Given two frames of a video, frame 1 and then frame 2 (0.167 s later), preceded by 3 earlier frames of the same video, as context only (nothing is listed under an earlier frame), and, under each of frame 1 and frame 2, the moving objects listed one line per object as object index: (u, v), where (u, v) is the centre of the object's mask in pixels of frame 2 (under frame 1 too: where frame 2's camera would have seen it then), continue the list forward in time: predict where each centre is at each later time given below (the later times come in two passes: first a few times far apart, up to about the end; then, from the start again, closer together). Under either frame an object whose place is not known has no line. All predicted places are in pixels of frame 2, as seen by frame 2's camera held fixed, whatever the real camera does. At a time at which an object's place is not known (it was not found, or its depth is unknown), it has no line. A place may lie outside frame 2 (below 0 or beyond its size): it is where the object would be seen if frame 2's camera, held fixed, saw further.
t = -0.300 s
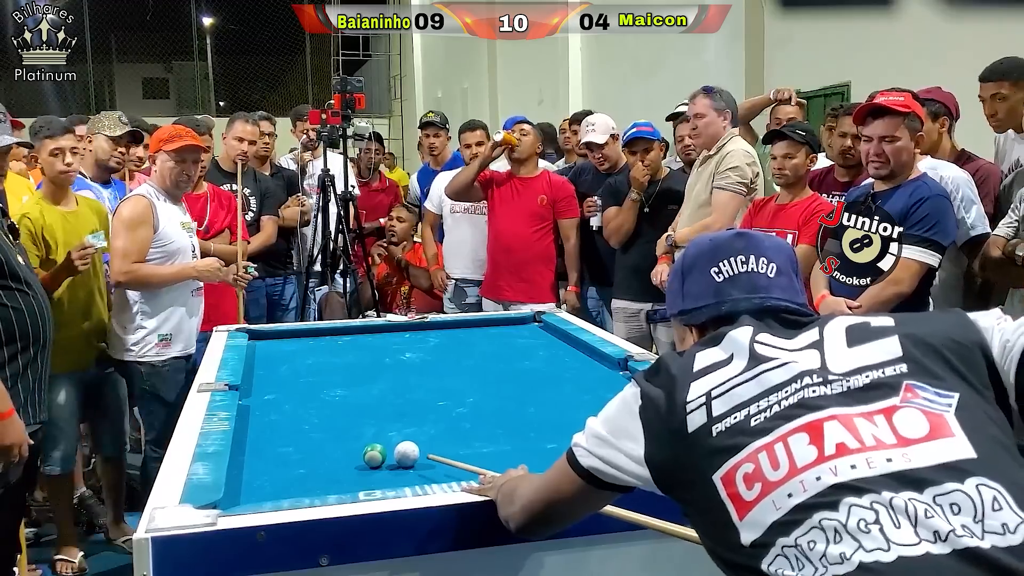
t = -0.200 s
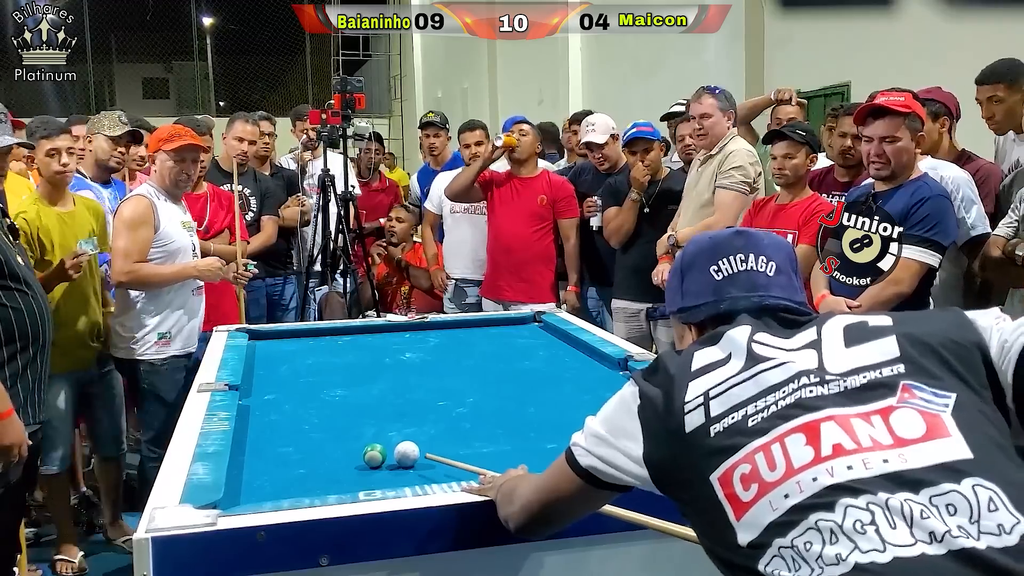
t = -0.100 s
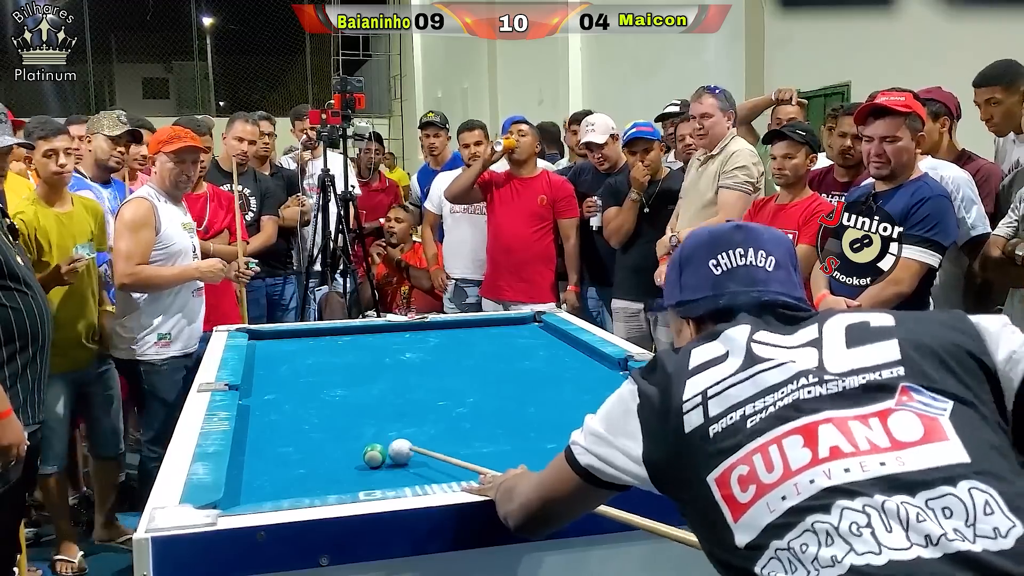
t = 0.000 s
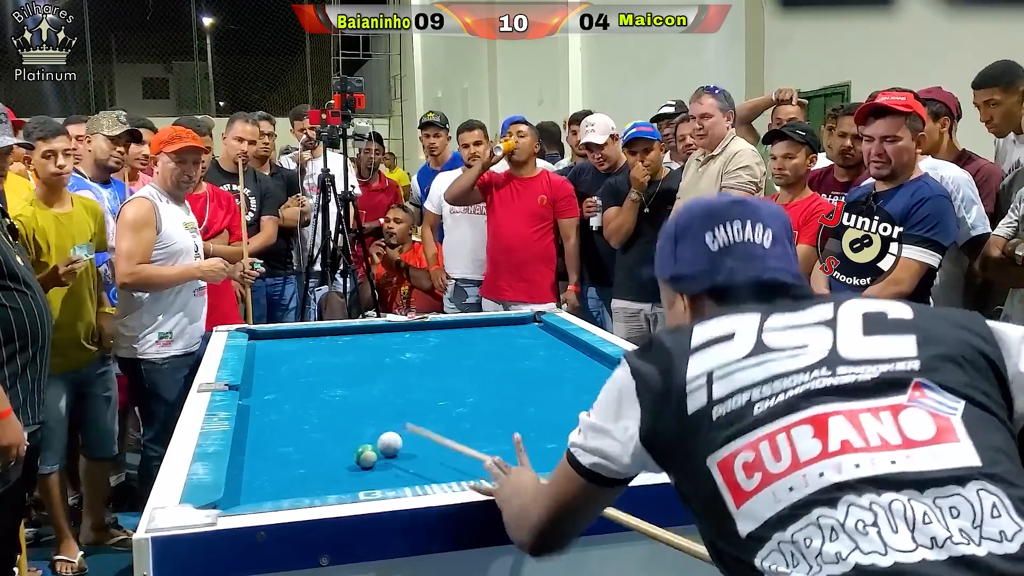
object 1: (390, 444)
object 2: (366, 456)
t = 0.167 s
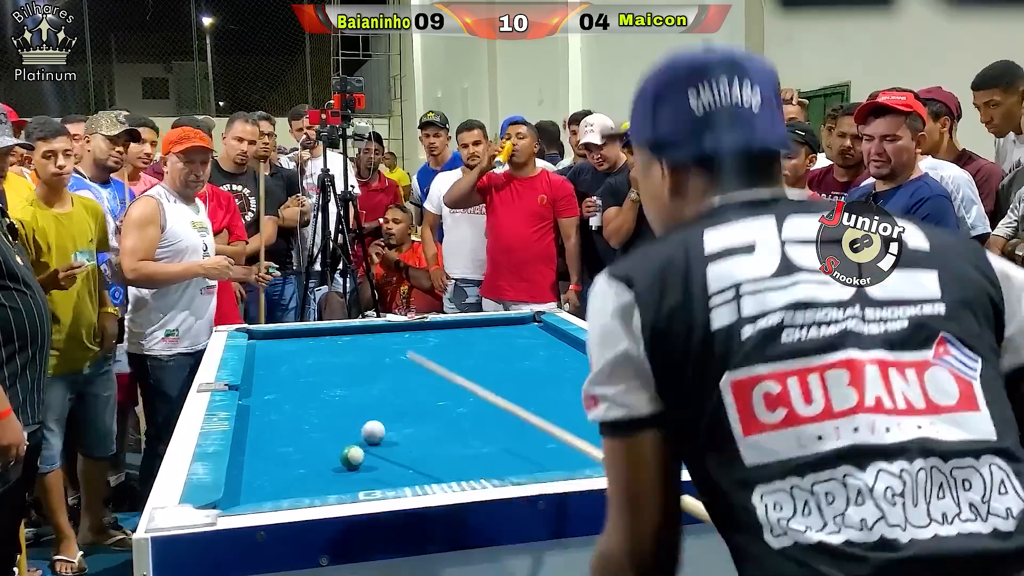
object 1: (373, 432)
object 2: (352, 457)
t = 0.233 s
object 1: (367, 428)
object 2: (347, 458)
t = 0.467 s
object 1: (348, 415)
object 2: (330, 460)
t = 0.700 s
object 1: (332, 403)
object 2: (316, 460)
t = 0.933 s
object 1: (317, 393)
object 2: (305, 461)
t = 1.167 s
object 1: (304, 384)
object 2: (298, 462)
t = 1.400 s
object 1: (292, 376)
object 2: (294, 462)
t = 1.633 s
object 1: (282, 370)
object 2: (293, 462)
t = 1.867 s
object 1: (273, 364)
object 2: (293, 462)
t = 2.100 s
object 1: (265, 359)
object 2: (293, 462)
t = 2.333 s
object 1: (257, 354)
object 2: (293, 462)
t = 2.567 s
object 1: (256, 350)
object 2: (293, 462)
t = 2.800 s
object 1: (259, 347)
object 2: (293, 462)
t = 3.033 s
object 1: (262, 343)
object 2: (293, 462)
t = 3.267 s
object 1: (266, 341)
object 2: (293, 462)
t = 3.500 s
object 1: (268, 338)
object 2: (293, 462)
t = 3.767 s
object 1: (271, 336)
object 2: (293, 462)
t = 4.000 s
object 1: (273, 334)
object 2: (293, 462)
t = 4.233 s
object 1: (275, 334)
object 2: (293, 462)
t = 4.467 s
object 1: (275, 335)
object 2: (293, 462)
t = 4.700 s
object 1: (275, 335)
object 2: (293, 462)
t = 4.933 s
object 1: (274, 336)
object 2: (293, 462)
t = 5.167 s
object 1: (273, 336)
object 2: (293, 462)
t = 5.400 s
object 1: (273, 336)
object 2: (293, 462)
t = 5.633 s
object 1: (273, 336)
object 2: (293, 462)
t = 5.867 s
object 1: (273, 336)
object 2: (294, 462)
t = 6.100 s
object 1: (273, 336)
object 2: (294, 462)
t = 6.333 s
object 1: (273, 336)
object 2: (293, 462)
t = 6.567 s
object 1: (273, 336)
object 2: (293, 462)
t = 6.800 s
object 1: (273, 336)
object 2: (293, 462)
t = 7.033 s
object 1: (273, 336)
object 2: (293, 462)
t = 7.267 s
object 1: (273, 336)
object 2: (293, 462)
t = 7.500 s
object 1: (273, 336)
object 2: (293, 462)
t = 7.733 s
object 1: (273, 336)
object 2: (293, 462)
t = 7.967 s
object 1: (273, 336)
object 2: (294, 462)
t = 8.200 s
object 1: (273, 336)
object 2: (293, 462)
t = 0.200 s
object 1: (370, 430)
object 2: (350, 458)
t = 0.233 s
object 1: (367, 428)
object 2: (347, 458)
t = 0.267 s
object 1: (364, 426)
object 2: (345, 458)
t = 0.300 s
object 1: (361, 424)
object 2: (342, 458)
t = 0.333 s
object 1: (359, 422)
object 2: (339, 458)
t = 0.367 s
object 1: (356, 420)
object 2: (337, 459)
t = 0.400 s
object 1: (353, 418)
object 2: (334, 459)
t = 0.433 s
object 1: (351, 416)
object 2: (332, 459)
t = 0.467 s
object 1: (348, 415)
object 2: (330, 460)
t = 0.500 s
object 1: (346, 413)
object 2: (328, 460)
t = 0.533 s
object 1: (343, 411)
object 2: (326, 460)
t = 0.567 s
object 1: (341, 409)
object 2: (324, 460)
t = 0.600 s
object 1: (338, 408)
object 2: (322, 460)
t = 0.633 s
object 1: (336, 406)
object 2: (320, 460)
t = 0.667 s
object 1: (334, 405)
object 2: (318, 460)
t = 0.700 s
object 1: (332, 403)
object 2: (316, 460)
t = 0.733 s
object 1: (329, 401)
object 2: (315, 461)
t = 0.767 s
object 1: (327, 400)
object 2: (313, 461)
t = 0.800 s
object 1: (325, 398)
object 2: (311, 461)
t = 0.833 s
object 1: (323, 397)
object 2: (310, 461)
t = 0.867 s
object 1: (321, 395)
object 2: (308, 461)
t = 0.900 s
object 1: (319, 394)
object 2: (307, 461)
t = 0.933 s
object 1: (317, 393)
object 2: (305, 461)
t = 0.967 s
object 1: (315, 391)
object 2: (304, 461)
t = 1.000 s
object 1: (313, 390)
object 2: (303, 461)
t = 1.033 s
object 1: (311, 389)
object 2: (302, 461)
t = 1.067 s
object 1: (309, 388)
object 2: (301, 461)
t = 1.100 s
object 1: (308, 386)
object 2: (300, 462)
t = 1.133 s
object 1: (306, 385)
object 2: (299, 462)
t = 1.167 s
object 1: (304, 384)
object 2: (298, 462)
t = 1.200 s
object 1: (302, 383)
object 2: (297, 462)
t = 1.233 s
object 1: (300, 382)
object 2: (297, 462)
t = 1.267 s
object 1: (299, 381)
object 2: (296, 462)
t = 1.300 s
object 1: (297, 380)
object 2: (296, 462)
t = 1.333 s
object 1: (295, 378)
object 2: (295, 462)
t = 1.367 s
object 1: (294, 377)
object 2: (295, 462)
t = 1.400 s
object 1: (292, 376)
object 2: (294, 462)
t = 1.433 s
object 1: (291, 375)
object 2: (294, 462)
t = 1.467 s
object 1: (289, 374)
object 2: (294, 462)
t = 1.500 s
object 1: (288, 373)
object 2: (293, 462)
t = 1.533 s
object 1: (286, 372)
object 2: (293, 462)
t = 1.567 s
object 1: (285, 372)
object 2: (293, 462)
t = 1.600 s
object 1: (283, 371)
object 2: (293, 462)
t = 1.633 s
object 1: (282, 370)
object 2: (293, 462)
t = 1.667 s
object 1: (281, 369)
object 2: (293, 462)
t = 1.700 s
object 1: (279, 368)
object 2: (293, 462)
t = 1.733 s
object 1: (278, 367)
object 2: (293, 462)
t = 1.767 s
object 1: (277, 366)
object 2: (293, 462)
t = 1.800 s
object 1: (275, 366)
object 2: (293, 462)
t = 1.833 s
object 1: (274, 365)
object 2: (293, 462)
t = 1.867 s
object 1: (273, 364)
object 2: (293, 462)
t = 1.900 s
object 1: (272, 363)
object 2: (293, 462)
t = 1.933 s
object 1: (270, 362)
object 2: (293, 462)
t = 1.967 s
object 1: (269, 362)
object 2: (293, 462)
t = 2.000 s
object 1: (268, 361)
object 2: (293, 462)
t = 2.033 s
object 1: (267, 360)
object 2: (293, 462)
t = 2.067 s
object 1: (266, 359)
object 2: (293, 462)
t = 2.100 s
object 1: (265, 359)
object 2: (293, 462)
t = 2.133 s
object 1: (264, 358)
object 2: (293, 462)
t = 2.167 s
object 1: (262, 357)
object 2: (293, 462)
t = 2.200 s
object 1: (261, 357)
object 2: (293, 462)
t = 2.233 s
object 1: (260, 356)
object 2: (293, 462)
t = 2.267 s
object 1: (259, 355)
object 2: (293, 462)
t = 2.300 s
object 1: (258, 355)
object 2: (293, 462)
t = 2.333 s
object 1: (257, 354)
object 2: (293, 462)
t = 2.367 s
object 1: (256, 354)
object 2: (293, 462)
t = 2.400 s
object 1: (255, 353)
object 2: (293, 462)
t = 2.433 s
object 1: (254, 352)
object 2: (293, 462)
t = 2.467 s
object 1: (254, 352)
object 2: (293, 462)
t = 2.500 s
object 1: (255, 351)
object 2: (293, 462)
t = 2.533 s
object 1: (255, 351)
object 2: (293, 462)
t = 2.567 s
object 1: (256, 350)
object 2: (293, 462)
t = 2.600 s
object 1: (256, 350)
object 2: (293, 462)
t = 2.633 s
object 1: (257, 349)
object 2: (293, 462)
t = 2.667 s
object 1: (257, 349)
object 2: (293, 462)
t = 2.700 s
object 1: (258, 348)
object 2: (293, 462)
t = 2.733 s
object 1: (258, 348)
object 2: (293, 462)
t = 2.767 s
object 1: (259, 347)
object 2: (293, 462)
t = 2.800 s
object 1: (259, 347)
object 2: (293, 462)
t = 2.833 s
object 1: (260, 346)
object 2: (293, 462)
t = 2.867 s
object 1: (260, 346)
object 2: (293, 462)
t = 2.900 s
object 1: (261, 345)
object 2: (293, 462)
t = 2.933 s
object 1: (261, 345)
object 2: (293, 462)
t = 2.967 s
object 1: (262, 344)
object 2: (293, 462)
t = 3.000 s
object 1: (262, 344)
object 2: (293, 462)
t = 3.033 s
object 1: (262, 343)
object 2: (293, 462)
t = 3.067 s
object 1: (263, 343)
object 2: (293, 462)
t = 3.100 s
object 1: (263, 342)
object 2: (294, 462)
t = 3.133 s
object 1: (264, 342)
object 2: (294, 462)
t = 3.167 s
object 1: (264, 342)
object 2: (293, 462)
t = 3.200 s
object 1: (265, 341)
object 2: (293, 462)
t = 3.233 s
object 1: (265, 341)
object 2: (293, 462)
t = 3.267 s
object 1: (266, 341)
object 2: (293, 462)
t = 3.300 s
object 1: (266, 340)
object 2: (293, 462)
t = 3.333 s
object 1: (266, 340)
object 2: (293, 462)
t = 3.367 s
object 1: (267, 340)
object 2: (293, 462)
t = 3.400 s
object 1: (267, 339)
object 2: (293, 462)
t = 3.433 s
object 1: (268, 339)
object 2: (293, 462)
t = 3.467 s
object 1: (268, 338)
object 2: (293, 462)
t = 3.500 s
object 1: (268, 338)
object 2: (293, 462)
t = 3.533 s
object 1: (269, 338)
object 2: (293, 462)
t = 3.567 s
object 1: (269, 338)
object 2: (293, 462)
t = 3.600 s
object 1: (269, 337)
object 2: (293, 462)
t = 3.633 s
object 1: (270, 337)
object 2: (293, 462)
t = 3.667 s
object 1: (270, 337)
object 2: (293, 462)
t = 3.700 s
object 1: (271, 336)
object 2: (293, 462)
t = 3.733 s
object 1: (271, 336)
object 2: (293, 462)
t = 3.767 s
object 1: (271, 336)
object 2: (293, 462)
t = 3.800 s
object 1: (272, 336)
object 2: (293, 462)
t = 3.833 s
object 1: (272, 336)
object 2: (293, 462)
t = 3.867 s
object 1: (272, 335)
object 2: (293, 462)
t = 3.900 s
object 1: (272, 335)
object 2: (293, 462)
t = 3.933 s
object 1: (273, 335)
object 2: (293, 462)
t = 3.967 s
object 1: (273, 335)
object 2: (293, 462)
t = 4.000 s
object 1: (273, 334)
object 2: (293, 462)
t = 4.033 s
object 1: (274, 334)
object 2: (293, 462)
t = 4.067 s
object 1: (274, 334)
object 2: (293, 462)
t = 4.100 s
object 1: (274, 334)
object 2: (293, 462)
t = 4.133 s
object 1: (274, 334)
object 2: (293, 462)
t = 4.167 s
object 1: (275, 334)
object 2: (293, 462)
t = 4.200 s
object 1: (275, 334)
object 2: (293, 462)
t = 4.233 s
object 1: (275, 334)
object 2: (293, 462)
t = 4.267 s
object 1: (275, 334)
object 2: (293, 462)
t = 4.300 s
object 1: (275, 334)
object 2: (293, 462)
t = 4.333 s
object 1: (275, 334)
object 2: (293, 462)
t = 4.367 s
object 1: (275, 335)
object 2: (293, 462)
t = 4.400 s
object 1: (275, 335)
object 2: (293, 462)
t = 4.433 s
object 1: (275, 335)
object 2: (293, 462)
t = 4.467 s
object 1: (275, 335)
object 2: (293, 462)
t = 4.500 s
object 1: (275, 335)
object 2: (293, 462)
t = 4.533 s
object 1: (275, 335)
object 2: (293, 462)
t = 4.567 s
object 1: (275, 335)
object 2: (293, 462)
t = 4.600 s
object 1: (275, 335)
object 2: (293, 462)
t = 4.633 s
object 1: (275, 335)
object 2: (293, 462)
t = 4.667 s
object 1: (275, 335)
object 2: (293, 462)
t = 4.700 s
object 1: (275, 335)
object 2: (293, 462)
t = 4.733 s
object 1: (274, 335)
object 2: (293, 462)
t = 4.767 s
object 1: (274, 335)
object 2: (293, 462)
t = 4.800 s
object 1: (274, 335)
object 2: (293, 462)
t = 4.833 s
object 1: (274, 335)
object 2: (293, 462)
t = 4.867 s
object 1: (274, 336)
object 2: (293, 462)
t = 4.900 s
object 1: (274, 335)
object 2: (293, 462)
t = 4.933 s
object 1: (274, 336)
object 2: (293, 462)
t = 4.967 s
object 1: (274, 336)
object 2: (293, 462)
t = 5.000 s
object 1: (273, 336)
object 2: (294, 462)
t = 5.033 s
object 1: (273, 336)
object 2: (293, 462)
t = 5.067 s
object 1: (273, 336)
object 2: (293, 462)
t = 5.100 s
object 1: (273, 336)
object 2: (293, 462)
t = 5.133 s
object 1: (273, 336)
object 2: (294, 462)
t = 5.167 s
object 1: (273, 336)
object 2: (293, 462)
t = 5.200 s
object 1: (273, 336)
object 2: (293, 462)
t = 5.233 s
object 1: (273, 336)
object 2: (293, 462)
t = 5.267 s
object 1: (273, 336)
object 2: (293, 462)
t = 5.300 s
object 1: (273, 336)
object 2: (293, 462)
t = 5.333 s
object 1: (273, 336)
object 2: (293, 462)
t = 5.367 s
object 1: (273, 336)
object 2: (293, 462)
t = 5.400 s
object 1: (273, 336)
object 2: (293, 462)
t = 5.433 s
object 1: (273, 336)
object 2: (293, 462)
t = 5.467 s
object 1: (273, 336)
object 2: (293, 462)
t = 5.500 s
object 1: (273, 336)
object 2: (293, 462)
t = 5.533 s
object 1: (273, 336)
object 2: (293, 462)
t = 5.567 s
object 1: (273, 336)
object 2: (293, 462)
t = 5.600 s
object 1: (273, 336)
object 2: (293, 462)
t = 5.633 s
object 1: (273, 336)
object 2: (293, 462)
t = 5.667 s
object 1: (273, 336)
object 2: (293, 462)
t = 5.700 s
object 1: (273, 336)
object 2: (293, 462)
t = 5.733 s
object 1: (273, 336)
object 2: (293, 462)
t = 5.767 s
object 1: (273, 336)
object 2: (293, 462)
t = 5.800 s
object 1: (273, 336)
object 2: (293, 462)
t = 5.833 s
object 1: (273, 336)
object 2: (293, 462)
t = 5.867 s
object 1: (273, 336)
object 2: (294, 462)
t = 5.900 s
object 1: (273, 336)
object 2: (293, 462)
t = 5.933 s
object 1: (273, 336)
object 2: (293, 462)
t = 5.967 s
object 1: (273, 336)
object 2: (294, 462)
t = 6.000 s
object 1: (273, 336)
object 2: (293, 462)
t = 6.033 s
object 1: (273, 336)
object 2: (293, 462)
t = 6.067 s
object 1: (273, 336)
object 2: (293, 462)
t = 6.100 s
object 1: (273, 336)
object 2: (294, 462)
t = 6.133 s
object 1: (273, 336)
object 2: (293, 462)
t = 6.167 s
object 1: (273, 336)
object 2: (293, 462)
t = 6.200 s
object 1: (273, 336)
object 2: (293, 462)
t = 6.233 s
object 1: (273, 336)
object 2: (293, 462)
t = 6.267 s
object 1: (273, 336)
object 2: (293, 462)
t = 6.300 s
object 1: (273, 336)
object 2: (293, 462)
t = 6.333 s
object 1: (273, 336)
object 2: (293, 462)
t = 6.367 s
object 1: (273, 336)
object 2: (293, 462)
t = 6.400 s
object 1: (273, 336)
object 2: (293, 462)
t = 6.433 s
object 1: (273, 336)
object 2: (293, 462)
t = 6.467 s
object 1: (273, 336)
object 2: (293, 462)
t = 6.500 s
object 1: (273, 336)
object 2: (294, 462)
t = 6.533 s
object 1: (273, 336)
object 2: (293, 462)
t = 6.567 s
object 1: (273, 336)
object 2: (293, 462)
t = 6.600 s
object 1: (273, 336)
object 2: (294, 462)
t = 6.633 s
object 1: (273, 336)
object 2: (293, 462)
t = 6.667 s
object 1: (273, 336)
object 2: (293, 462)
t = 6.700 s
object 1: (273, 336)
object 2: (293, 462)
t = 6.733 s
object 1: (273, 336)
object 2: (293, 462)
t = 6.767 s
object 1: (273, 336)
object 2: (293, 462)
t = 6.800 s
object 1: (273, 336)
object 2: (293, 462)
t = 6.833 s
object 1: (273, 336)
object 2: (293, 462)
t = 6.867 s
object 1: (273, 336)
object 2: (293, 462)
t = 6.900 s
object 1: (273, 336)
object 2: (293, 462)
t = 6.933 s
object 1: (273, 336)
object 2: (293, 462)
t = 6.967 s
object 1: (273, 336)
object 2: (293, 462)
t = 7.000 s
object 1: (273, 336)
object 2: (293, 462)
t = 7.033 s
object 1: (273, 336)
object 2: (293, 462)
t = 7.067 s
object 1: (273, 336)
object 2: (293, 462)
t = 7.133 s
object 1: (273, 336)
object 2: (293, 462)
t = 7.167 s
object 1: (273, 336)
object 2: (293, 462)
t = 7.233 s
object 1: (273, 336)
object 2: (293, 462)
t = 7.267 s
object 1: (273, 336)
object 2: (293, 462)
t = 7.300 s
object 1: (273, 336)
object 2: (293, 462)
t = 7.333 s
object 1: (273, 336)
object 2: (293, 462)
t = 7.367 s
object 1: (273, 336)
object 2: (293, 462)
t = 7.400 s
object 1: (273, 336)
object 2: (293, 462)
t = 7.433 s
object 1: (273, 336)
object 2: (293, 462)
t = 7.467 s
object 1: (273, 336)
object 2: (293, 462)
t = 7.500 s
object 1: (273, 336)
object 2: (293, 462)
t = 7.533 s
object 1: (273, 336)
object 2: (293, 462)
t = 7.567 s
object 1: (273, 336)
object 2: (293, 462)
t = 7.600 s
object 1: (273, 336)
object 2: (293, 462)
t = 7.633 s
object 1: (273, 336)
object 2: (293, 462)
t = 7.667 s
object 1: (273, 336)
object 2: (293, 462)
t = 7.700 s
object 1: (273, 336)
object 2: (293, 462)
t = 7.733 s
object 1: (273, 336)
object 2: (293, 462)
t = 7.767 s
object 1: (273, 336)
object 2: (293, 462)
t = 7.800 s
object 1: (273, 336)
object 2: (293, 462)
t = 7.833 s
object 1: (273, 336)
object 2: (293, 462)
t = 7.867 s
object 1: (273, 336)
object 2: (293, 462)
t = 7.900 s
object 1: (273, 336)
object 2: (293, 462)
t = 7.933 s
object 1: (273, 336)
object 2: (293, 462)
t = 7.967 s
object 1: (273, 336)
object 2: (294, 462)
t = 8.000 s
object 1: (273, 336)
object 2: (293, 462)
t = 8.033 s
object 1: (273, 336)
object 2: (293, 462)
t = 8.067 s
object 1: (273, 336)
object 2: (293, 462)
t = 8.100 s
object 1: (273, 336)
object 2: (294, 462)
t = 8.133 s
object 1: (273, 336)
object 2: (293, 462)
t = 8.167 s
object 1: (273, 336)
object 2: (293, 462)
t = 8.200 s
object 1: (273, 336)
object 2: (293, 462)
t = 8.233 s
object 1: (273, 336)
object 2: (293, 462)
